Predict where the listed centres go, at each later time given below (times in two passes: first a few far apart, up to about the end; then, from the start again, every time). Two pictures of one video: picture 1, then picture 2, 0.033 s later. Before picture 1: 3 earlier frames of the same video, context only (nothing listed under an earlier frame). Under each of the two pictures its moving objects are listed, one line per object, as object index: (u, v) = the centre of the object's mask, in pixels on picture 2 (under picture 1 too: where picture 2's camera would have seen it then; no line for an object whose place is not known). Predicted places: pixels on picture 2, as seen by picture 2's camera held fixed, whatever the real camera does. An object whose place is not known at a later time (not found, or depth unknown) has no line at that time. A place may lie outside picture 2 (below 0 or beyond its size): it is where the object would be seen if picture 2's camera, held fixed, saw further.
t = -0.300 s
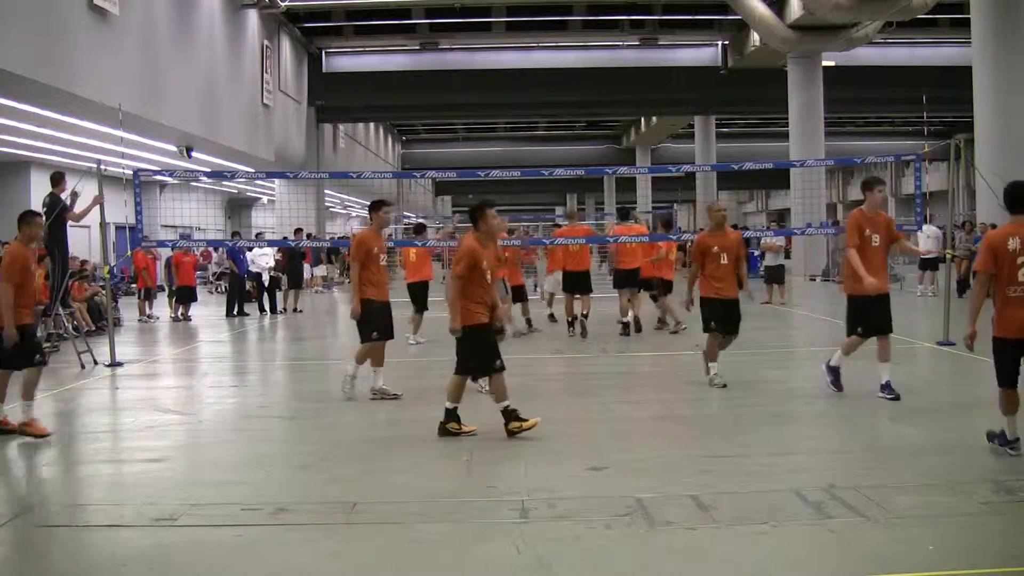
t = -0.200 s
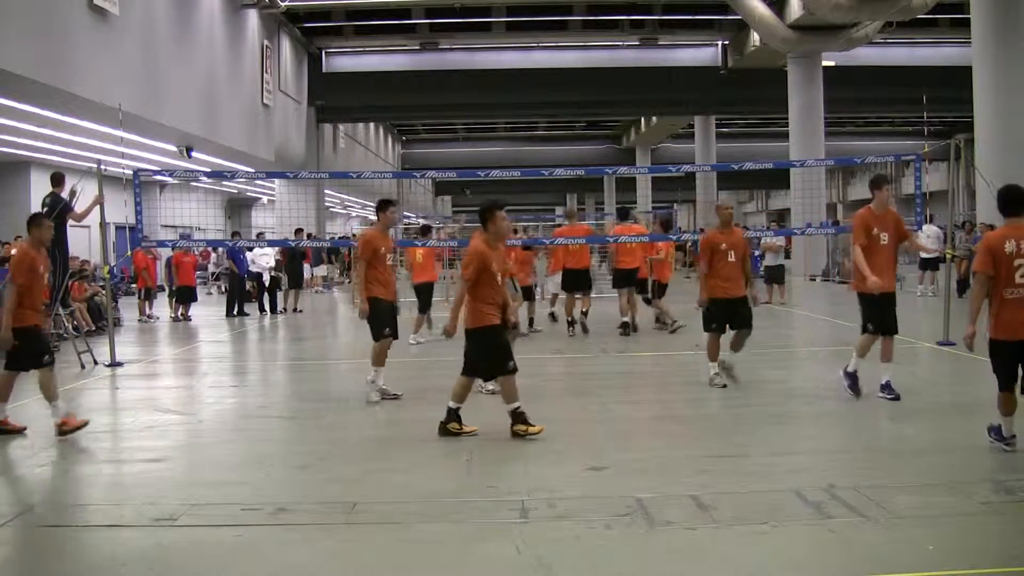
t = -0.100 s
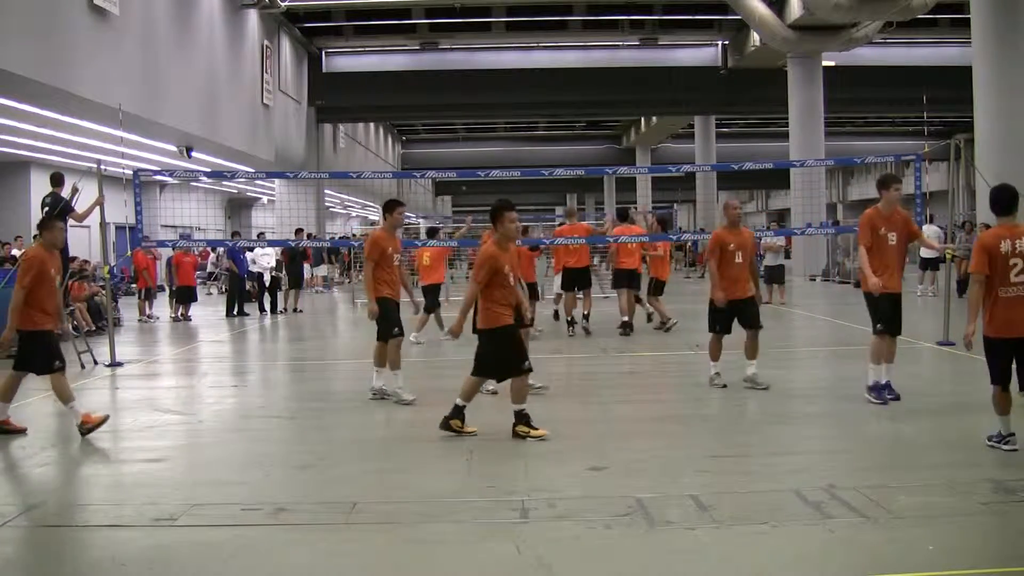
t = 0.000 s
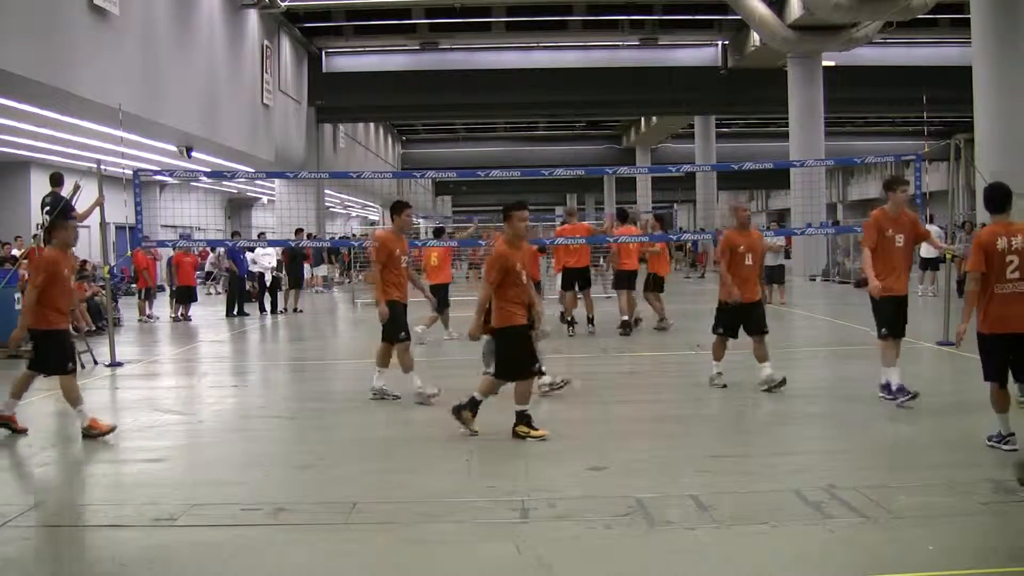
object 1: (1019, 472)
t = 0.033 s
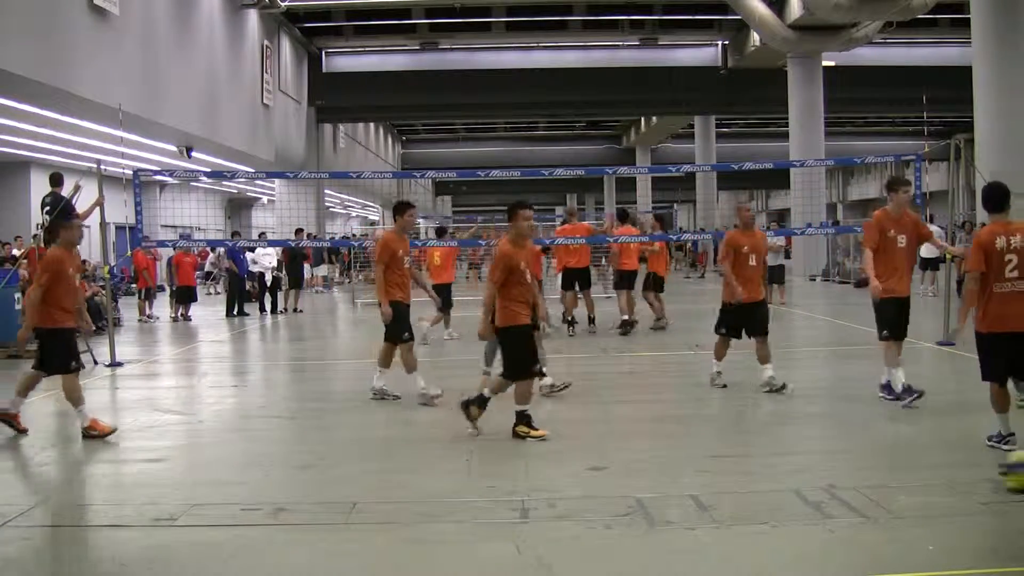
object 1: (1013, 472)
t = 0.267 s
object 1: (936, 484)
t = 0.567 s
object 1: (854, 443)
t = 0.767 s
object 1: (812, 427)
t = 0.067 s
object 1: (1006, 471)
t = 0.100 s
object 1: (994, 472)
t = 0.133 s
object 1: (980, 475)
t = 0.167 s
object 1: (969, 483)
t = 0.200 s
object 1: (958, 490)
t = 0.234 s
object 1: (945, 500)
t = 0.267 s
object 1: (936, 484)
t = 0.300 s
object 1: (925, 472)
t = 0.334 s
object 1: (914, 459)
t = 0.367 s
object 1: (905, 451)
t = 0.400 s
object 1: (898, 444)
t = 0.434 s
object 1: (888, 441)
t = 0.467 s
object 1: (881, 439)
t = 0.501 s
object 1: (871, 438)
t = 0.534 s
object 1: (862, 439)
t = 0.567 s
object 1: (854, 443)
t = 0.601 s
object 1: (849, 449)
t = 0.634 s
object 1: (840, 456)
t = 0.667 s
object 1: (834, 455)
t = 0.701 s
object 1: (826, 442)
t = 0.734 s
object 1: (819, 433)
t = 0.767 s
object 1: (812, 427)
